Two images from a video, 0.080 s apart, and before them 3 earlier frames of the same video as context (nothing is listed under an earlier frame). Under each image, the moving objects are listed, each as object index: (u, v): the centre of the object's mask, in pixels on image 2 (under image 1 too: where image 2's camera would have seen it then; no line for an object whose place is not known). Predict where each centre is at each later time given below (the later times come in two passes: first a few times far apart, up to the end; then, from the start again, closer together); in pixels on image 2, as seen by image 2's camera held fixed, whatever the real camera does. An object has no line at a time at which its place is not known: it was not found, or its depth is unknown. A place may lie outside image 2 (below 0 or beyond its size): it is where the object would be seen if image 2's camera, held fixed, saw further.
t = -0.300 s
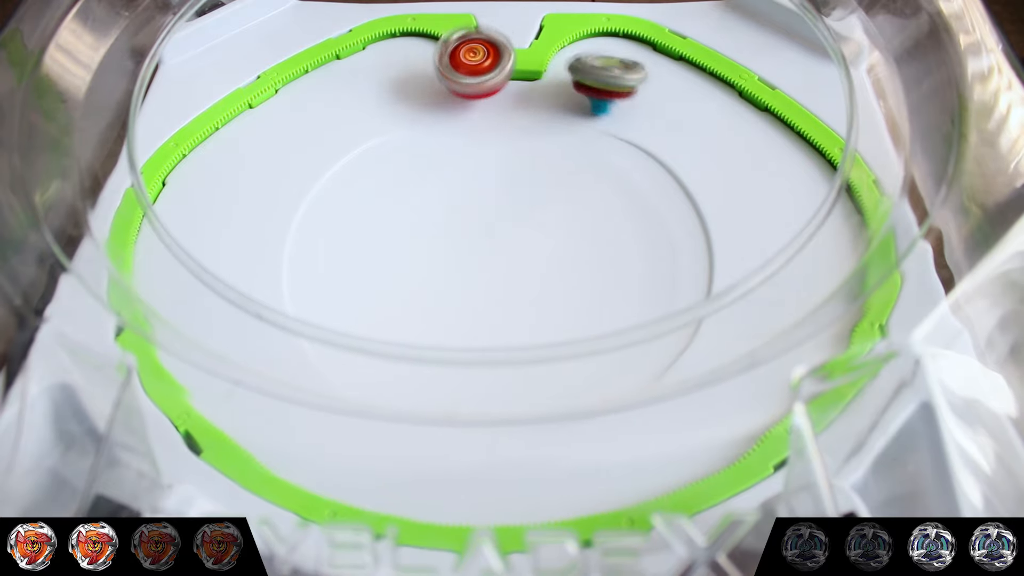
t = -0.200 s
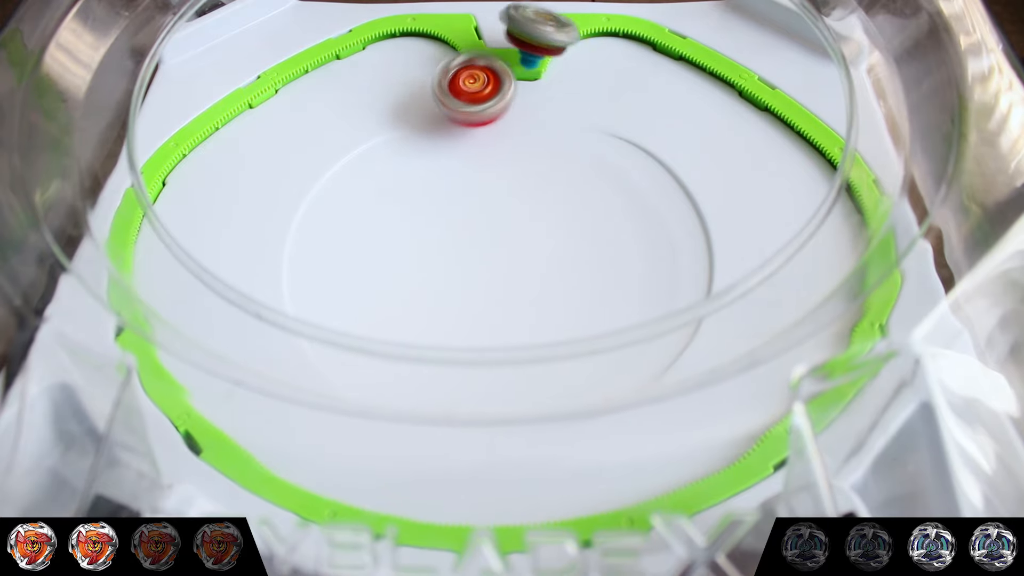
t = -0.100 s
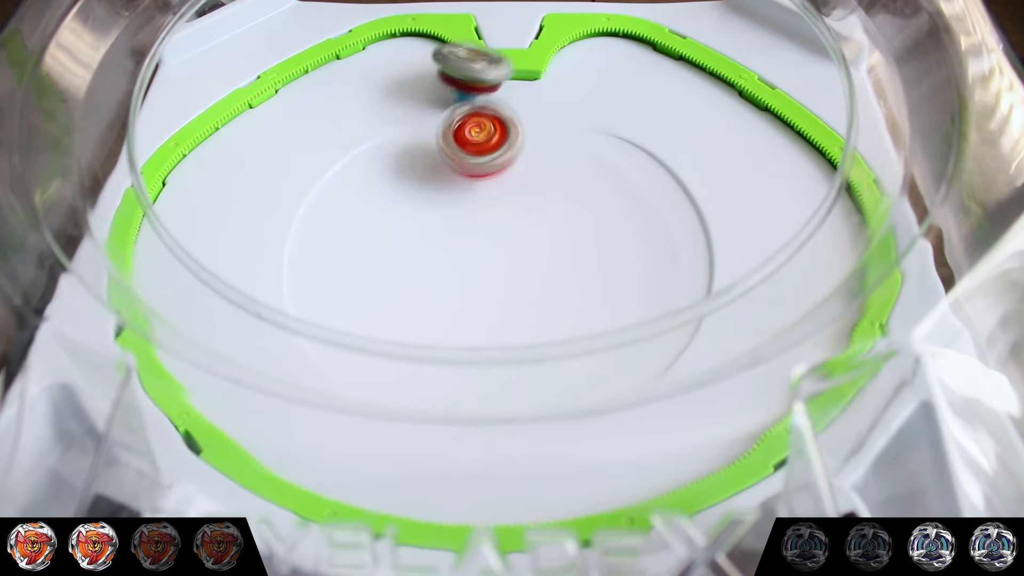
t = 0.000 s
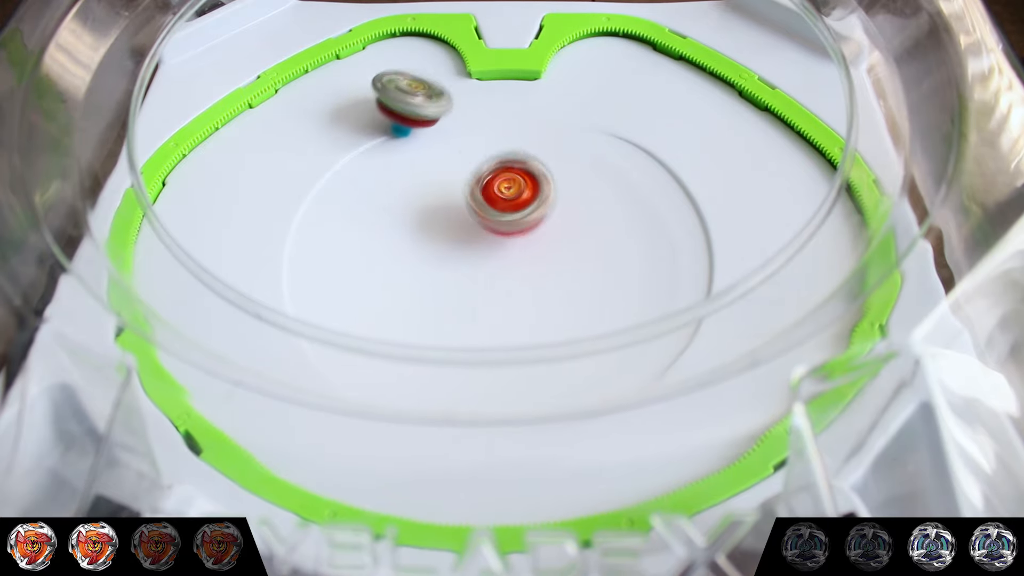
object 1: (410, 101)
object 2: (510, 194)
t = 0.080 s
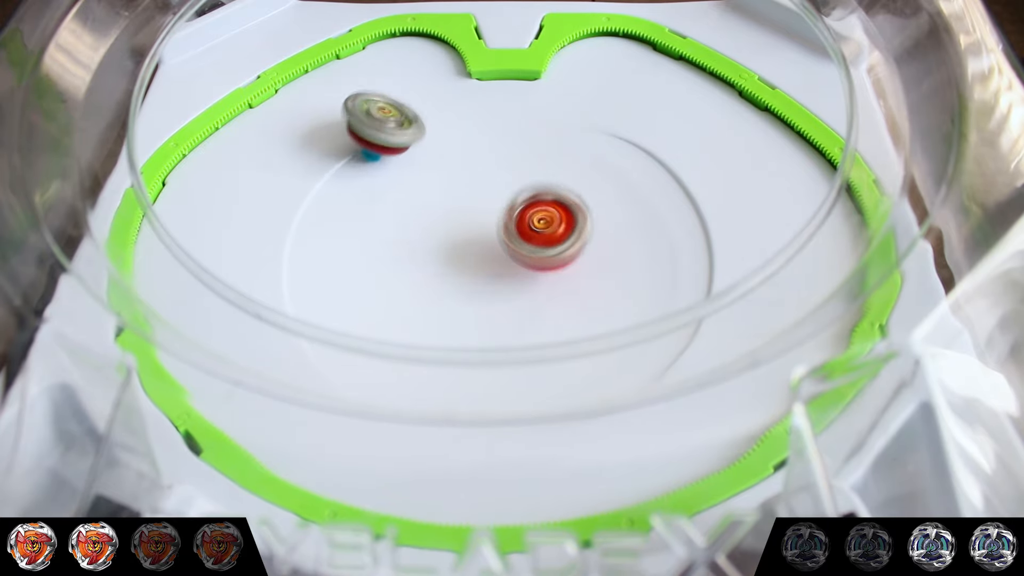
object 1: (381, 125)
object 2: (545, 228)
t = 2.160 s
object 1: (455, 138)
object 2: (517, 179)
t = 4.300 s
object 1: (439, 243)
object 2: (495, 84)
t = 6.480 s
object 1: (427, 263)
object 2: (475, 176)
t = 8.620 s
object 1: (570, 259)
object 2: (387, 142)
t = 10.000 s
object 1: (511, 214)
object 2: (449, 142)
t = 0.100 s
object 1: (378, 130)
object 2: (553, 233)
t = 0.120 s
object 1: (375, 135)
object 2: (560, 238)
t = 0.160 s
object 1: (373, 142)
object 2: (575, 242)
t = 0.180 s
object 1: (373, 145)
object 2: (582, 244)
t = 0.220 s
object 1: (376, 152)
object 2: (595, 242)
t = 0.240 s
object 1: (379, 153)
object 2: (602, 240)
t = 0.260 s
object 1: (381, 157)
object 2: (610, 238)
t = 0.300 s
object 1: (387, 161)
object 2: (624, 234)
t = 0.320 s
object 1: (391, 164)
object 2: (630, 231)
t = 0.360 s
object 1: (398, 168)
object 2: (638, 225)
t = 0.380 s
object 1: (402, 170)
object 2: (639, 222)
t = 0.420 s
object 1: (410, 174)
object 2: (633, 214)
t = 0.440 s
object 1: (414, 175)
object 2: (629, 212)
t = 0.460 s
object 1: (418, 177)
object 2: (622, 209)
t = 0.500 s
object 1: (426, 178)
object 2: (605, 205)
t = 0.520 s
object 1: (430, 179)
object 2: (595, 205)
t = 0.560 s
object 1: (438, 180)
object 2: (575, 206)
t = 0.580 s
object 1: (441, 181)
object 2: (565, 207)
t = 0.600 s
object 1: (445, 181)
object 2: (554, 208)
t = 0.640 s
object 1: (452, 180)
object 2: (534, 212)
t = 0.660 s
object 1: (450, 178)
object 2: (530, 216)
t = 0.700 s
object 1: (437, 164)
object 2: (525, 238)
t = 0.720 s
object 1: (433, 160)
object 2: (522, 249)
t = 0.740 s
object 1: (429, 156)
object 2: (520, 259)
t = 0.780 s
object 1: (427, 154)
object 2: (519, 277)
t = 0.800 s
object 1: (428, 154)
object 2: (521, 285)
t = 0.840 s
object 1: (432, 157)
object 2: (527, 298)
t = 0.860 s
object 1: (435, 160)
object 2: (531, 303)
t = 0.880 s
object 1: (438, 162)
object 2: (535, 306)
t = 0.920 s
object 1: (442, 167)
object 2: (547, 309)
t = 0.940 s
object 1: (444, 170)
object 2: (553, 308)
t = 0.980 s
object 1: (448, 176)
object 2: (564, 305)
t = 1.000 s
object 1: (450, 178)
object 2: (566, 303)
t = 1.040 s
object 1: (453, 184)
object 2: (567, 295)
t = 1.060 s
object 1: (454, 187)
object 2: (566, 289)
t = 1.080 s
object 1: (455, 190)
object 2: (562, 282)
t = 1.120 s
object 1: (457, 195)
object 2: (552, 269)
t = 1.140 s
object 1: (457, 198)
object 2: (546, 264)
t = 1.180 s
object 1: (457, 204)
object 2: (531, 251)
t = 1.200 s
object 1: (455, 205)
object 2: (524, 247)
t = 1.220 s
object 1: (444, 197)
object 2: (525, 248)
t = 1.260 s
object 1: (423, 188)
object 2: (517, 245)
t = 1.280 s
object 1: (415, 184)
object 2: (511, 244)
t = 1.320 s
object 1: (401, 178)
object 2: (496, 241)
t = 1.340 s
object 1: (397, 176)
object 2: (488, 240)
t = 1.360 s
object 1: (394, 175)
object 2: (480, 239)
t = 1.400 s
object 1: (390, 176)
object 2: (463, 237)
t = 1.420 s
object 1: (388, 177)
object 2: (455, 237)
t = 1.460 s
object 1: (386, 179)
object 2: (440, 238)
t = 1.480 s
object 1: (384, 179)
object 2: (434, 239)
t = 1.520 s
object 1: (384, 179)
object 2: (422, 242)
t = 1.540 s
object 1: (384, 179)
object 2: (418, 244)
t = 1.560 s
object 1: (385, 180)
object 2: (415, 247)
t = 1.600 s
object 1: (388, 181)
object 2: (414, 251)
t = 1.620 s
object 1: (390, 181)
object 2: (414, 252)
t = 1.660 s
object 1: (395, 183)
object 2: (419, 253)
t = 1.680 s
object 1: (398, 183)
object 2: (422, 253)
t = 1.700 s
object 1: (400, 184)
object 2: (426, 253)
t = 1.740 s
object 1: (405, 179)
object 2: (438, 258)
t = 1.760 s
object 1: (406, 169)
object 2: (445, 264)
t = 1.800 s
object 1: (411, 156)
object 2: (463, 271)
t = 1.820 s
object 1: (414, 151)
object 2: (472, 273)
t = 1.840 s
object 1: (417, 147)
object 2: (482, 272)
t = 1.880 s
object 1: (424, 142)
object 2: (500, 267)
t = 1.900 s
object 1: (427, 141)
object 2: (509, 263)
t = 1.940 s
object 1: (431, 140)
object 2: (523, 251)
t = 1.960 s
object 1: (434, 139)
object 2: (528, 245)
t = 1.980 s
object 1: (436, 139)
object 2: (532, 237)
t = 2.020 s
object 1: (441, 139)
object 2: (536, 222)
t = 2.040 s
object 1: (443, 139)
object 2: (535, 215)
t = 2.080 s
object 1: (448, 140)
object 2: (532, 202)
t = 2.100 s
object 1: (451, 140)
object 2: (529, 195)
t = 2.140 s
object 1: (455, 140)
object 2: (521, 184)
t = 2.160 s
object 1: (455, 138)
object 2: (517, 179)
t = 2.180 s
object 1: (453, 133)
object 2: (521, 183)
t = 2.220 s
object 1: (441, 120)
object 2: (531, 193)
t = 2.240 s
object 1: (437, 118)
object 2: (535, 196)
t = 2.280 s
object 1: (430, 115)
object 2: (544, 202)
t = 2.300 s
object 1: (429, 114)
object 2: (549, 205)
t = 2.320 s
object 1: (428, 117)
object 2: (554, 207)
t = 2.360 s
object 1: (428, 120)
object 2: (563, 208)
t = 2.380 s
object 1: (429, 123)
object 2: (568, 208)
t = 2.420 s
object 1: (432, 129)
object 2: (572, 205)
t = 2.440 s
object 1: (434, 133)
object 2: (574, 203)
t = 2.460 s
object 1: (436, 136)
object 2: (575, 201)
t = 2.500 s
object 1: (441, 144)
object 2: (573, 197)
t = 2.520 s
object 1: (443, 148)
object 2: (571, 195)
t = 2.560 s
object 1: (447, 156)
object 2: (563, 193)
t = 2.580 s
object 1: (448, 160)
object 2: (559, 192)
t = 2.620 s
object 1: (450, 168)
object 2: (548, 194)
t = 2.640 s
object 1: (450, 173)
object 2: (543, 195)
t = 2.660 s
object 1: (451, 176)
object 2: (538, 198)
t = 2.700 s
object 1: (447, 181)
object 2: (531, 206)
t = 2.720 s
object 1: (426, 169)
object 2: (545, 219)
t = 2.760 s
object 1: (390, 161)
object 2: (570, 238)
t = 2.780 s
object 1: (373, 155)
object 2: (582, 245)
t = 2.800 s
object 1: (358, 149)
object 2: (592, 249)
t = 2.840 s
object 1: (331, 147)
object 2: (611, 256)
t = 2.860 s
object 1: (319, 145)
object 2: (620, 256)
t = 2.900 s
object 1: (298, 147)
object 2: (635, 256)
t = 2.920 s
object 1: (289, 151)
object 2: (642, 254)
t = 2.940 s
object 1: (283, 152)
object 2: (648, 252)
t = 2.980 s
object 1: (274, 154)
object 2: (656, 243)
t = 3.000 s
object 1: (271, 154)
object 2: (657, 238)
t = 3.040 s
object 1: (265, 154)
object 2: (652, 228)
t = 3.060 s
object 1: (262, 153)
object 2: (646, 225)
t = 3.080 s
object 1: (259, 152)
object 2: (639, 220)
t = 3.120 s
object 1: (254, 150)
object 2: (620, 216)
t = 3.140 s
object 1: (252, 150)
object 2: (610, 213)
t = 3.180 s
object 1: (248, 146)
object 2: (586, 210)
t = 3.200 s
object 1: (246, 144)
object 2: (572, 209)
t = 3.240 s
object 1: (244, 140)
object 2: (546, 209)
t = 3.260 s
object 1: (244, 139)
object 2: (532, 209)
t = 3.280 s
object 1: (243, 136)
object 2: (518, 210)
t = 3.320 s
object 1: (243, 132)
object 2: (490, 214)
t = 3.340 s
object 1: (244, 130)
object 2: (477, 215)
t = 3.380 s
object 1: (244, 125)
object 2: (449, 220)
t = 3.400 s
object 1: (246, 124)
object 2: (437, 222)
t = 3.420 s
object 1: (248, 122)
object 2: (423, 225)
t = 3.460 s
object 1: (251, 118)
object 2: (400, 232)
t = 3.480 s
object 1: (253, 116)
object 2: (389, 235)
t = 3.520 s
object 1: (257, 113)
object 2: (369, 244)
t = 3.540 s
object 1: (259, 113)
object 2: (361, 248)
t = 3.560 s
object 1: (262, 111)
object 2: (354, 252)
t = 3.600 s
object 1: (267, 110)
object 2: (342, 262)
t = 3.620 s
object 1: (270, 109)
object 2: (338, 267)
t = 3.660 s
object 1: (276, 109)
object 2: (336, 277)
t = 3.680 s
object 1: (279, 108)
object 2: (338, 282)
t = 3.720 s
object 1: (285, 109)
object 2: (350, 288)
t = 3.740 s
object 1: (288, 109)
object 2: (358, 289)
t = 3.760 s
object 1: (291, 109)
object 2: (367, 290)
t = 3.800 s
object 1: (297, 111)
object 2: (387, 286)
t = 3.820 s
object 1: (300, 113)
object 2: (398, 283)
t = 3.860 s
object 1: (306, 115)
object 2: (419, 273)
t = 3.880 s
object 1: (309, 117)
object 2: (429, 267)
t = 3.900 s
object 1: (312, 119)
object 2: (441, 260)
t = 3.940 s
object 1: (318, 123)
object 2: (459, 244)
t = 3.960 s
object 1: (320, 125)
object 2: (467, 235)
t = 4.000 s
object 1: (325, 130)
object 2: (480, 215)
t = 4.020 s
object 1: (329, 135)
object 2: (484, 205)
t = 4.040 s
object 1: (334, 142)
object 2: (488, 196)
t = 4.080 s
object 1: (348, 157)
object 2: (494, 177)
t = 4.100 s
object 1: (357, 167)
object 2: (499, 167)
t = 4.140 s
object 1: (376, 189)
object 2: (504, 150)
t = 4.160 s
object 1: (385, 198)
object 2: (506, 141)
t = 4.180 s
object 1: (396, 208)
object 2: (506, 131)
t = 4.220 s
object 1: (414, 223)
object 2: (505, 115)
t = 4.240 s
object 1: (421, 229)
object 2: (503, 106)
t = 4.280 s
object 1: (434, 240)
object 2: (497, 91)
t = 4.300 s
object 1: (439, 243)
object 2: (495, 84)
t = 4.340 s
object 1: (444, 249)
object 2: (491, 74)
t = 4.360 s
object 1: (446, 251)
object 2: (489, 69)
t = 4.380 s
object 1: (446, 252)
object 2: (487, 65)
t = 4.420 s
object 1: (444, 255)
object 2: (481, 59)
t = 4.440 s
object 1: (444, 256)
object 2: (479, 57)
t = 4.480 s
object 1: (442, 258)
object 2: (472, 54)
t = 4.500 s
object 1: (440, 258)
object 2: (468, 54)
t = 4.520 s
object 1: (439, 258)
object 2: (464, 57)
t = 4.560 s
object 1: (438, 258)
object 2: (457, 64)
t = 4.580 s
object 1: (437, 258)
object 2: (455, 68)
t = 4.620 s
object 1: (435, 257)
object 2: (452, 76)
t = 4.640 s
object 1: (434, 256)
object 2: (451, 82)
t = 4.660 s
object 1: (434, 255)
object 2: (450, 88)
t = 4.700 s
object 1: (432, 253)
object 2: (447, 103)
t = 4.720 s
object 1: (432, 252)
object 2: (444, 111)
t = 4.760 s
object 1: (431, 249)
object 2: (440, 130)
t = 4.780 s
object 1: (432, 248)
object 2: (439, 141)
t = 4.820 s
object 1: (432, 245)
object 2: (439, 163)
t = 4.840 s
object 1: (431, 248)
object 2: (441, 170)
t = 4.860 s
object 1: (431, 252)
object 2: (446, 173)
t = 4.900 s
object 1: (431, 261)
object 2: (457, 179)
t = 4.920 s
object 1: (433, 262)
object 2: (464, 184)
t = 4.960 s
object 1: (436, 263)
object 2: (478, 190)
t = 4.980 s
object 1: (438, 262)
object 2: (485, 193)
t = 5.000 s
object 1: (433, 267)
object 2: (496, 191)
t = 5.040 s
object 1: (429, 272)
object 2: (520, 187)
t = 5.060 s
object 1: (429, 272)
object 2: (532, 184)
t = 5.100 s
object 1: (433, 271)
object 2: (550, 179)
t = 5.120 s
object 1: (435, 270)
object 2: (559, 177)
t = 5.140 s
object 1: (438, 269)
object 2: (566, 174)
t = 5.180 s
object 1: (444, 268)
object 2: (577, 167)
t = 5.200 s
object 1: (447, 267)
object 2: (582, 162)
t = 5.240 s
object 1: (453, 268)
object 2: (587, 153)
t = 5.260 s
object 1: (456, 267)
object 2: (588, 150)
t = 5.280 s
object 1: (458, 266)
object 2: (589, 146)
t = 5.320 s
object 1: (463, 266)
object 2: (585, 139)
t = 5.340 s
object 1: (466, 266)
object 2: (581, 136)
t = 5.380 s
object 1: (470, 266)
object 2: (570, 134)
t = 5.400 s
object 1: (473, 266)
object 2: (563, 134)
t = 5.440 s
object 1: (477, 266)
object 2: (550, 139)
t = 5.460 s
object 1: (479, 266)
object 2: (543, 142)
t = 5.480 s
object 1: (481, 267)
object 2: (536, 147)
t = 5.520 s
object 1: (484, 267)
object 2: (524, 157)
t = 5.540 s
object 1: (486, 267)
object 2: (519, 164)
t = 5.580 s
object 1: (489, 267)
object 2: (510, 176)
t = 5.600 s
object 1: (491, 267)
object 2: (506, 183)
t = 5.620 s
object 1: (492, 268)
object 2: (504, 189)
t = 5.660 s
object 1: (471, 312)
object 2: (513, 166)
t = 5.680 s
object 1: (460, 334)
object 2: (519, 148)
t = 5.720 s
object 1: (431, 388)
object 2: (525, 120)
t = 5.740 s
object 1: (422, 401)
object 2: (526, 109)
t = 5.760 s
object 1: (412, 411)
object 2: (526, 100)
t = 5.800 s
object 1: (390, 453)
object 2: (523, 86)
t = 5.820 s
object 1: (385, 457)
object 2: (521, 80)
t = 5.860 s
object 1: (376, 461)
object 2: (518, 69)
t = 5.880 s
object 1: (371, 461)
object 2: (517, 63)
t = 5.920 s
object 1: (364, 459)
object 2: (513, 52)
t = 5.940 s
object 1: (362, 458)
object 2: (511, 52)
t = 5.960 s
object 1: (359, 455)
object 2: (508, 53)
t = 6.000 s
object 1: (356, 450)
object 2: (502, 57)
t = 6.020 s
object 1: (356, 448)
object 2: (501, 58)
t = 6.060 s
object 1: (354, 444)
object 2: (496, 59)
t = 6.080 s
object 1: (354, 441)
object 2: (492, 62)
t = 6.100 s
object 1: (353, 427)
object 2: (490, 65)
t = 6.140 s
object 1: (350, 416)
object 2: (486, 74)
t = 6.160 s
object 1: (351, 401)
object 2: (484, 78)
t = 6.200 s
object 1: (352, 376)
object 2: (480, 88)
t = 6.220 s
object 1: (353, 375)
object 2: (479, 95)
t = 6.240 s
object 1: (354, 367)
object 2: (476, 102)
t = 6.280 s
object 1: (357, 339)
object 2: (470, 118)
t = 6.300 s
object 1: (363, 327)
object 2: (468, 127)
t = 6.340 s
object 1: (376, 307)
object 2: (463, 144)
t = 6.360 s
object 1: (383, 300)
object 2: (461, 155)
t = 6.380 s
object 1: (391, 291)
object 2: (461, 162)
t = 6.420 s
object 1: (411, 268)
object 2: (459, 180)
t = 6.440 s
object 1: (422, 258)
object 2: (461, 185)
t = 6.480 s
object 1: (427, 263)
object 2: (475, 176)
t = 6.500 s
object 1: (429, 264)
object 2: (480, 173)
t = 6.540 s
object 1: (435, 264)
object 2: (489, 172)
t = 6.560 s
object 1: (438, 264)
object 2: (493, 172)
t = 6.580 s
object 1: (442, 263)
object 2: (496, 174)
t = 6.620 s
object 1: (450, 262)
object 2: (504, 178)
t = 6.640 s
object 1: (455, 262)
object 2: (508, 178)
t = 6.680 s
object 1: (465, 260)
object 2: (515, 181)
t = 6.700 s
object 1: (468, 260)
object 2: (519, 182)
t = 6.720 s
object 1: (471, 260)
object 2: (523, 184)
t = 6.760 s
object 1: (475, 261)
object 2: (528, 186)
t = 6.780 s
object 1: (477, 262)
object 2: (531, 187)
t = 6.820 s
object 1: (481, 263)
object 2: (538, 189)
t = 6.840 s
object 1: (482, 264)
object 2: (540, 190)
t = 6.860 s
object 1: (483, 265)
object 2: (543, 190)
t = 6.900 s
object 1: (485, 266)
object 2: (547, 191)
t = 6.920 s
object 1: (486, 266)
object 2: (547, 191)
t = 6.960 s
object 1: (488, 267)
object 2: (547, 191)
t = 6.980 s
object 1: (489, 266)
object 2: (548, 192)
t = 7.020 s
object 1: (490, 267)
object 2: (546, 192)
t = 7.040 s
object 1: (490, 268)
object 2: (546, 193)
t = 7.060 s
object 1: (491, 267)
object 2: (544, 194)
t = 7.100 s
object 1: (491, 268)
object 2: (543, 194)
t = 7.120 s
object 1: (490, 268)
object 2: (541, 195)
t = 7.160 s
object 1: (483, 272)
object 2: (540, 195)
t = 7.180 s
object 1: (476, 272)
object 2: (547, 186)
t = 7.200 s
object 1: (468, 277)
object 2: (554, 183)
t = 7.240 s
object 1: (455, 286)
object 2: (563, 173)
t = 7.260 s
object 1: (451, 287)
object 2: (565, 167)
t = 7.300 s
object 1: (448, 284)
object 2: (569, 155)
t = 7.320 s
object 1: (449, 283)
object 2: (571, 150)
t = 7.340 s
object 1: (450, 281)
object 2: (572, 144)
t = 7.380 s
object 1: (455, 279)
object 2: (572, 133)
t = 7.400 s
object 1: (457, 277)
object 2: (570, 129)
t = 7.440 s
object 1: (460, 275)
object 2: (563, 120)
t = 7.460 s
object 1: (462, 274)
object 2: (559, 117)
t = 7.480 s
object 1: (464, 274)
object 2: (554, 116)
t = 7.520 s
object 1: (467, 273)
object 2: (543, 114)
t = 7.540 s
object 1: (469, 271)
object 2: (535, 114)
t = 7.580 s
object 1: (474, 267)
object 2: (522, 119)
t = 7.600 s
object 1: (478, 265)
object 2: (514, 122)
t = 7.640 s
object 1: (486, 260)
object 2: (502, 131)
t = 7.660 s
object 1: (488, 258)
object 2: (497, 135)
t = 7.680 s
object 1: (492, 257)
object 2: (490, 141)
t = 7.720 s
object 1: (498, 254)
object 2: (480, 153)
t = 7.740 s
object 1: (501, 254)
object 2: (475, 160)
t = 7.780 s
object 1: (505, 253)
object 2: (464, 172)
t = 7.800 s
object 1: (507, 254)
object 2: (461, 178)
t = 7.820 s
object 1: (508, 254)
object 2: (457, 185)
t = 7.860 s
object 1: (513, 257)
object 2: (447, 197)
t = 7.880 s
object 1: (523, 265)
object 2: (435, 196)
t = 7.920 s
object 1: (542, 280)
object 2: (417, 196)
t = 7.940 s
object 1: (550, 287)
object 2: (410, 197)
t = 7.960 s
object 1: (558, 293)
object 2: (405, 197)
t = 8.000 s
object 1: (569, 301)
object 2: (392, 197)
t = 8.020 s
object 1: (571, 303)
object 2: (386, 198)
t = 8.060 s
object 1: (573, 307)
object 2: (374, 201)
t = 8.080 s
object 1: (571, 308)
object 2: (367, 201)
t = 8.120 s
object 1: (567, 309)
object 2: (360, 205)
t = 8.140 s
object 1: (564, 310)
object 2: (357, 207)
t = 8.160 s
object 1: (562, 310)
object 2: (356, 210)
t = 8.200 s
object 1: (556, 307)
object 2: (357, 213)
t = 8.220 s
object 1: (553, 305)
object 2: (360, 215)
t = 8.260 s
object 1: (545, 300)
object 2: (370, 218)
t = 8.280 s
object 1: (539, 296)
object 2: (375, 219)
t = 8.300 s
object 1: (532, 291)
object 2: (380, 222)
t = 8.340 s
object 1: (515, 279)
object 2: (394, 222)
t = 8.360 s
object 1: (507, 275)
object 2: (404, 222)
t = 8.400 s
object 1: (508, 266)
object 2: (405, 211)
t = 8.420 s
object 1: (520, 271)
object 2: (396, 200)
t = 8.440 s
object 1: (532, 274)
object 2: (390, 191)
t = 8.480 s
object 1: (548, 273)
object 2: (384, 175)
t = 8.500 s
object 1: (557, 275)
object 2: (382, 169)
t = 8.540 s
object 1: (565, 270)
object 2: (381, 160)
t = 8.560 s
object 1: (568, 270)
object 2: (382, 156)
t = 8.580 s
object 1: (570, 263)
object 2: (383, 150)
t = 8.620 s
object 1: (570, 259)
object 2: (387, 142)
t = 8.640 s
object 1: (569, 254)
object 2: (391, 138)
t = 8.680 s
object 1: (565, 250)
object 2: (398, 132)
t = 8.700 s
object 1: (562, 247)
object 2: (403, 129)
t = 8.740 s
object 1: (557, 244)
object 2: (413, 125)
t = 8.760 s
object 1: (555, 241)
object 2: (419, 124)
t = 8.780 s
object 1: (553, 240)
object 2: (425, 123)
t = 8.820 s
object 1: (552, 236)
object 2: (439, 124)
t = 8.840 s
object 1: (551, 235)
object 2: (445, 124)
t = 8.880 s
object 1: (552, 231)
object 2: (460, 126)
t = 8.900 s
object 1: (551, 230)
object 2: (466, 128)
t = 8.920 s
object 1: (553, 230)
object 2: (473, 130)
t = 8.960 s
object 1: (553, 228)
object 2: (486, 135)
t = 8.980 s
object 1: (554, 227)
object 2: (491, 138)
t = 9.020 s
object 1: (556, 226)
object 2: (502, 144)
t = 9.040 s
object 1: (557, 225)
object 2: (506, 148)
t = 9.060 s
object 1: (558, 225)
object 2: (511, 153)
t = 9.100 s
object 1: (566, 237)
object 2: (514, 151)
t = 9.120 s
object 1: (572, 240)
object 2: (514, 148)
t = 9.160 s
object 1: (578, 252)
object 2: (514, 146)
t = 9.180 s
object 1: (578, 255)
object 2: (513, 147)
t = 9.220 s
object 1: (574, 259)
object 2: (512, 155)
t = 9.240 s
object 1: (570, 259)
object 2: (512, 161)
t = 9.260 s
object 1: (566, 258)
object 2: (511, 164)
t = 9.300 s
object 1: (561, 254)
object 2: (510, 174)
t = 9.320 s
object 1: (560, 252)
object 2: (510, 179)
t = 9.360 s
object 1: (561, 252)
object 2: (506, 186)
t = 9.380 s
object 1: (569, 270)
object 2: (499, 174)
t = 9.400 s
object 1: (574, 285)
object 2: (491, 163)
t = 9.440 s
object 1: (581, 304)
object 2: (479, 148)
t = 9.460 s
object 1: (581, 309)
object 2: (474, 141)
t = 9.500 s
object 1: (578, 316)
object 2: (466, 134)
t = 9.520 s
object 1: (575, 327)
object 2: (463, 131)
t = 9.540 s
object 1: (566, 321)
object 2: (461, 128)
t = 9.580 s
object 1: (555, 322)
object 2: (455, 122)
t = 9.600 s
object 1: (549, 320)
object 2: (453, 120)
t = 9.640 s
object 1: (534, 318)
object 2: (447, 113)
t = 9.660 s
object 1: (527, 315)
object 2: (444, 112)
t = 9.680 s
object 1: (521, 311)
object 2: (442, 109)
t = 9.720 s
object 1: (504, 300)
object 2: (441, 110)
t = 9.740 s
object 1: (496, 292)
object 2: (441, 111)
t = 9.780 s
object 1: (483, 273)
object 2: (441, 116)
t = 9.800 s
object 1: (480, 264)
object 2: (442, 119)
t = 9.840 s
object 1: (476, 244)
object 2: (442, 126)
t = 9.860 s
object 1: (476, 235)
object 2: (444, 131)
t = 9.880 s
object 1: (478, 226)
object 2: (446, 136)
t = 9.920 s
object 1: (486, 215)
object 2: (448, 141)
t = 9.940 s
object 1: (493, 214)
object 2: (448, 140)
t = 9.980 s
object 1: (505, 213)
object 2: (448, 140)
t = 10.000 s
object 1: (511, 214)
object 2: (449, 142)
